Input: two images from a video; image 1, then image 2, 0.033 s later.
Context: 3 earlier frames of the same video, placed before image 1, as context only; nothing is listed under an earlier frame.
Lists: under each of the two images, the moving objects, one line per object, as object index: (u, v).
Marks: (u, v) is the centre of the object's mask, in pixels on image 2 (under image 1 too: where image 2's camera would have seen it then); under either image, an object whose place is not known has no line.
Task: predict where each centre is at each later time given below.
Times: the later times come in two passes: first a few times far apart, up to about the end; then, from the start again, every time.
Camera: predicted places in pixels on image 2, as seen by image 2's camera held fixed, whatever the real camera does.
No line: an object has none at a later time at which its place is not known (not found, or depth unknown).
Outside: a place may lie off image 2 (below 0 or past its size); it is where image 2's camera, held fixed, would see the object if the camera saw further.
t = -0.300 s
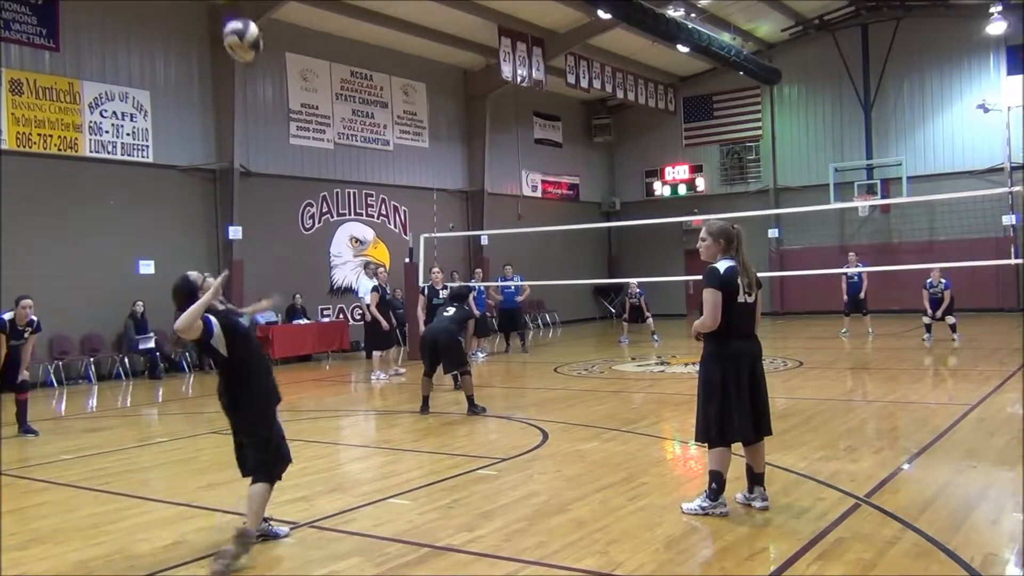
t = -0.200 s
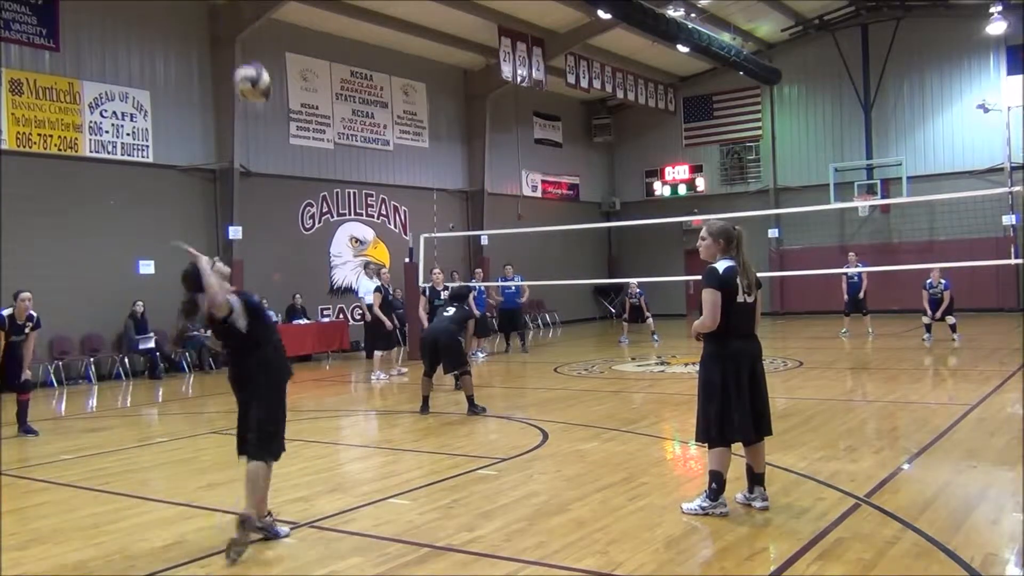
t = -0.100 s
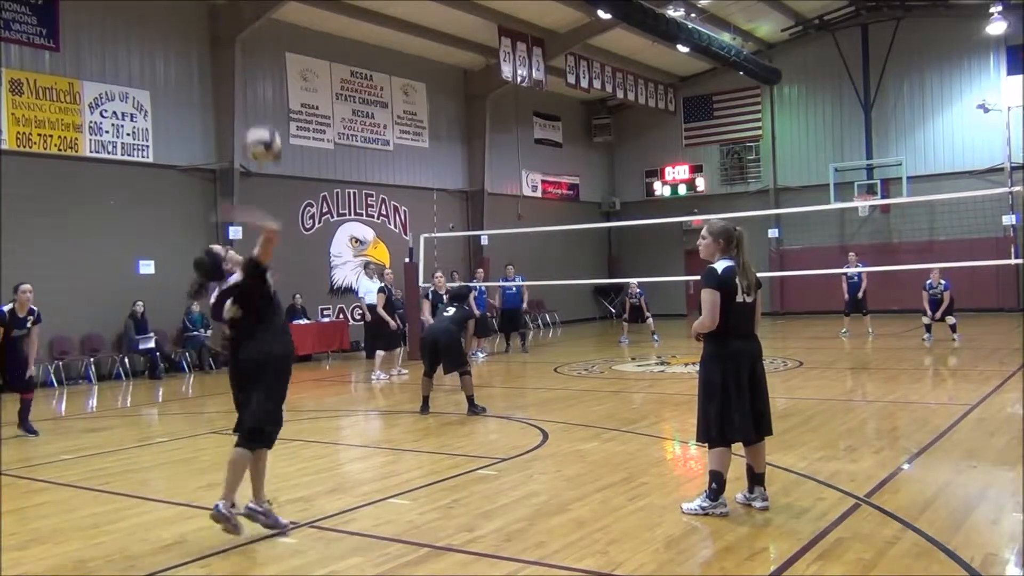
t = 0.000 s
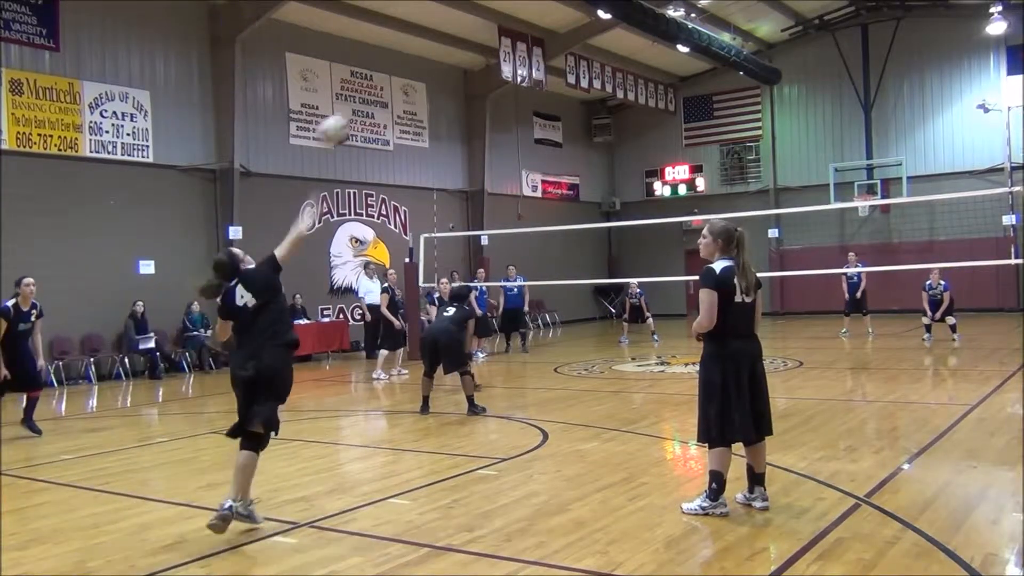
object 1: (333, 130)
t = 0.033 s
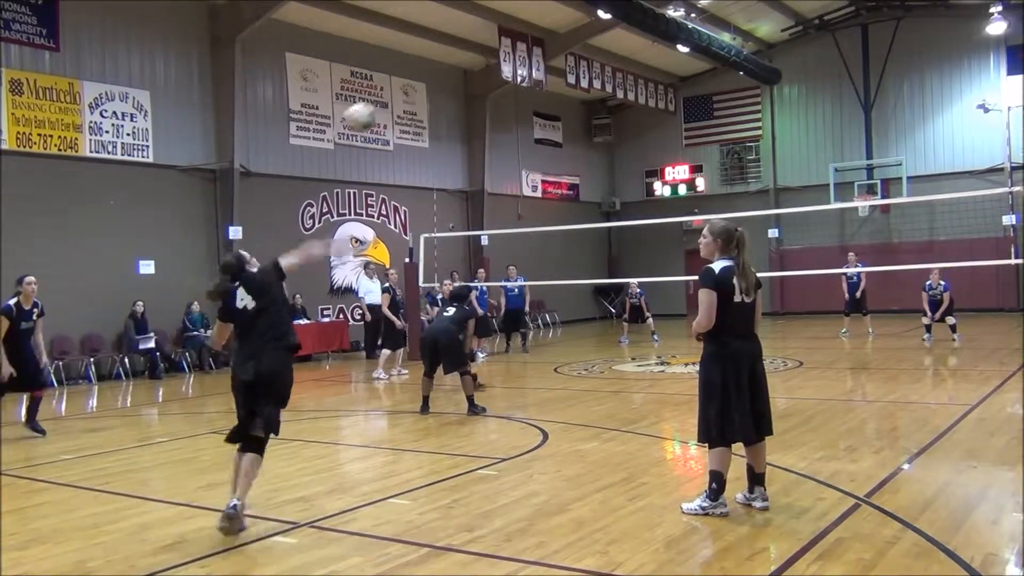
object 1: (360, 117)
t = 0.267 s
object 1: (469, 85)
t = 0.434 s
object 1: (511, 99)
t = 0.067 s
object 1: (382, 106)
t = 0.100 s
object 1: (402, 98)
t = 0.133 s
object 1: (419, 92)
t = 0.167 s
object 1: (435, 89)
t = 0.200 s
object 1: (447, 86)
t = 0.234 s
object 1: (459, 85)
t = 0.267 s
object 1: (469, 85)
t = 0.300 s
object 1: (479, 86)
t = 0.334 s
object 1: (487, 88)
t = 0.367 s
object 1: (496, 91)
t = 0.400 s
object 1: (504, 96)
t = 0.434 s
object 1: (511, 99)
